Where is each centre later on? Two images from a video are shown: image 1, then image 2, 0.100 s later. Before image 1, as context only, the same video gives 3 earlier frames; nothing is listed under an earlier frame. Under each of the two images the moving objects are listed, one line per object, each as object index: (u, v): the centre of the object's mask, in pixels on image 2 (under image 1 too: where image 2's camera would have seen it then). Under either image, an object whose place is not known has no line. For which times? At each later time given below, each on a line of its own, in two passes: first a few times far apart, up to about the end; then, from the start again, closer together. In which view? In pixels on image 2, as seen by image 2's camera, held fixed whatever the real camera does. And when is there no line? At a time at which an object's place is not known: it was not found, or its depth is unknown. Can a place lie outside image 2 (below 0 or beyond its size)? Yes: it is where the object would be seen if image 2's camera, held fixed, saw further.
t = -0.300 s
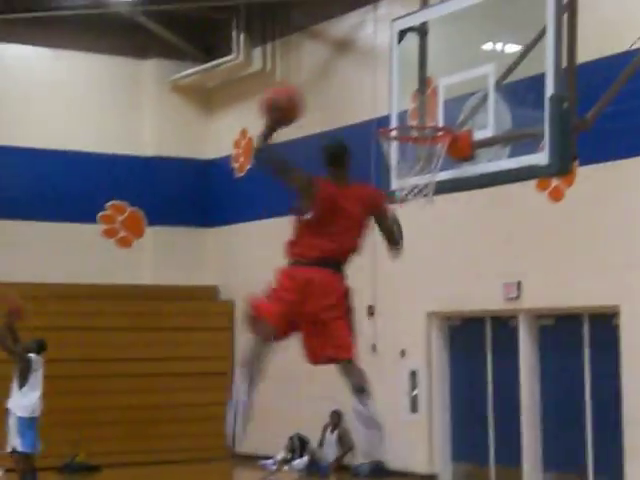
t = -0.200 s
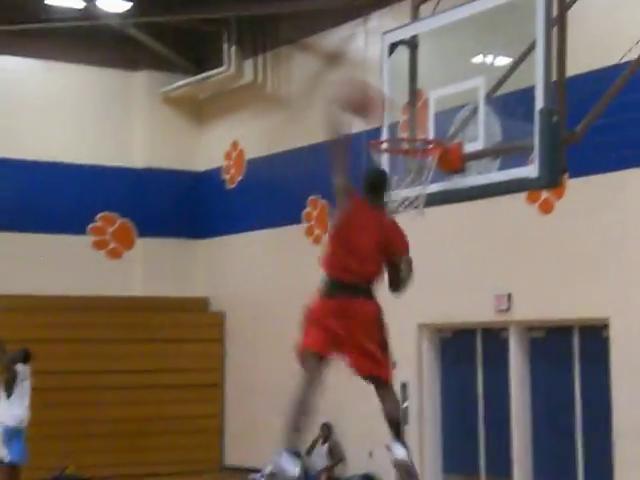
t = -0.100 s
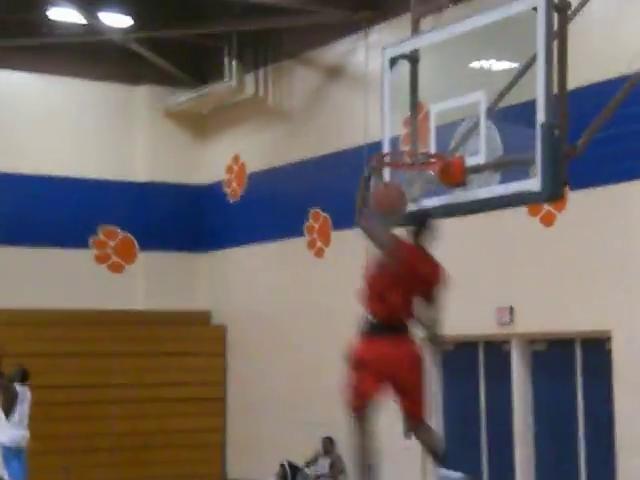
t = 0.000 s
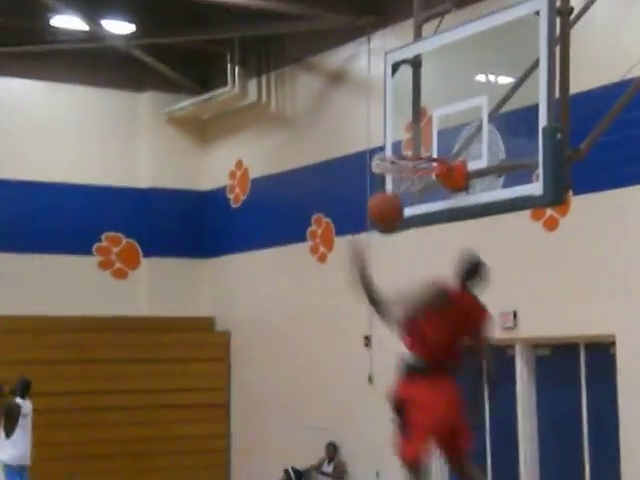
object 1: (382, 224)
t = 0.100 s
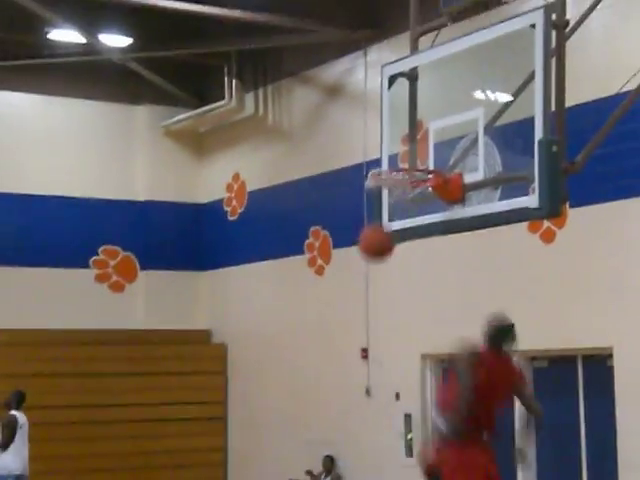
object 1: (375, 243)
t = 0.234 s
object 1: (368, 291)
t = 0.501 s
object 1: (355, 471)
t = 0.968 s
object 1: (430, 452)
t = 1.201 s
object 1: (493, 404)
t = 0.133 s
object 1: (374, 252)
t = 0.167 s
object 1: (372, 264)
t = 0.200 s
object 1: (370, 276)
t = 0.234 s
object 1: (368, 291)
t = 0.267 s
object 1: (367, 308)
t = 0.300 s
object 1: (365, 326)
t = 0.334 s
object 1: (363, 346)
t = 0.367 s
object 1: (362, 367)
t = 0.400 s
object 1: (360, 392)
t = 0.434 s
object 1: (359, 418)
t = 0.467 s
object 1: (357, 444)
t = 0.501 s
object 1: (355, 471)
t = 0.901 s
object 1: (413, 478)
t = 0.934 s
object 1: (422, 465)
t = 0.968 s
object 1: (430, 452)
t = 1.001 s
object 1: (439, 438)
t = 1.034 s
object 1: (449, 427)
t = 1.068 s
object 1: (456, 420)
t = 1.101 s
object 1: (466, 413)
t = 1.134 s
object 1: (474, 409)
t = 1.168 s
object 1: (483, 406)
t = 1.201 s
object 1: (493, 404)
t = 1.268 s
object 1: (511, 406)
